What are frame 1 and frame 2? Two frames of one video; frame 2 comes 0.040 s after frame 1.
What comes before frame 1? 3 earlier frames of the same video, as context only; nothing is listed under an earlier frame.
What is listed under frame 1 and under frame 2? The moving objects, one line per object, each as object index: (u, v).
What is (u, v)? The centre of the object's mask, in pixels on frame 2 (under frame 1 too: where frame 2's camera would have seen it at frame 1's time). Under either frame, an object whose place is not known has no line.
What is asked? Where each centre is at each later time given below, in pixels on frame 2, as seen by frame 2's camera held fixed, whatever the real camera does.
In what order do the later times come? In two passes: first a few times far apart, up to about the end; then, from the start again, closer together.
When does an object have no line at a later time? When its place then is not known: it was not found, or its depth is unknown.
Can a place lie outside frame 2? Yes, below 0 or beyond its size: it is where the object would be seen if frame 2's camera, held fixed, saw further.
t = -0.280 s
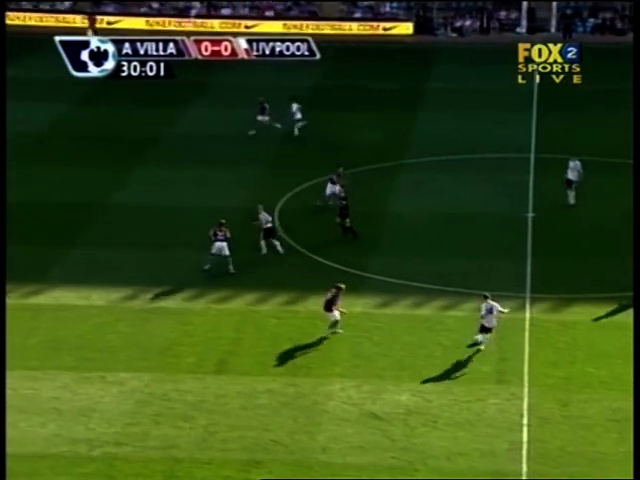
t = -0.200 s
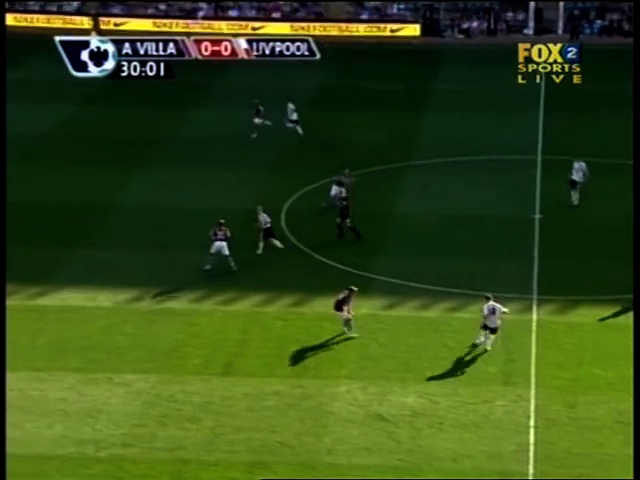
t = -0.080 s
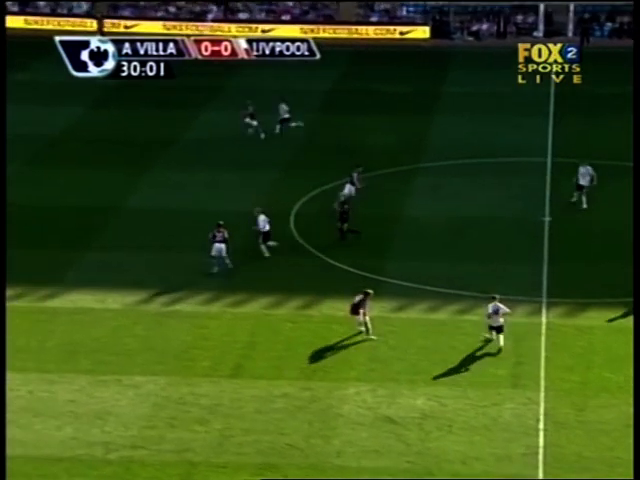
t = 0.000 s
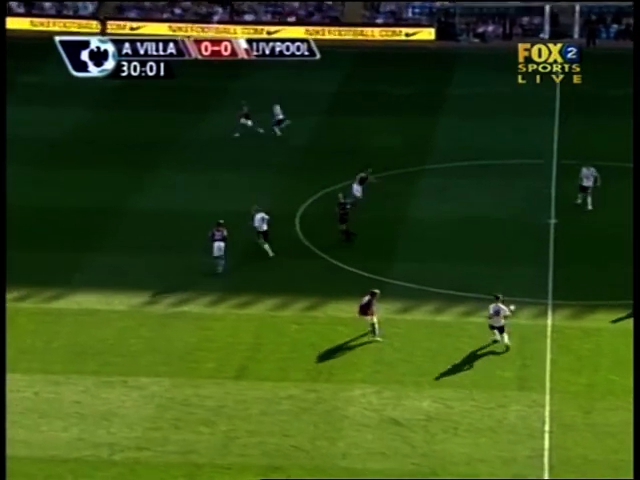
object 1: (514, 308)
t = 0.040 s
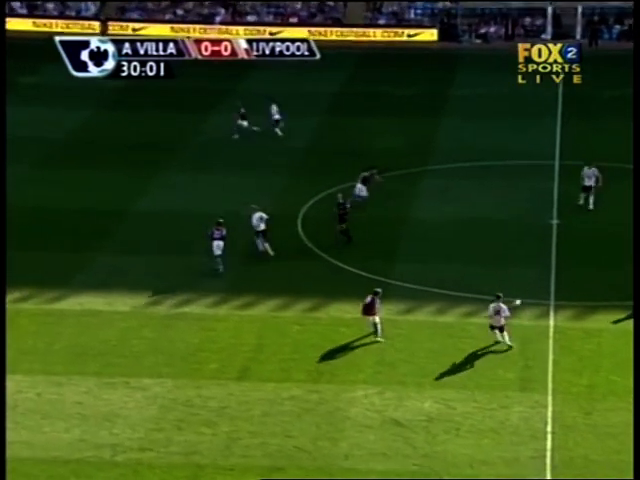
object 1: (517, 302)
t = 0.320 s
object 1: (539, 261)
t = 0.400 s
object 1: (545, 252)
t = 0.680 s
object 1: (563, 224)
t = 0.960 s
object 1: (579, 203)
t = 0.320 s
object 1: (539, 261)
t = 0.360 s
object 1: (542, 256)
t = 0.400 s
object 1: (545, 252)
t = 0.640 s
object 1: (562, 227)
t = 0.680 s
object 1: (563, 224)
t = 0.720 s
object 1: (566, 221)
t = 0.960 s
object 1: (579, 203)
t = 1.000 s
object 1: (581, 200)
